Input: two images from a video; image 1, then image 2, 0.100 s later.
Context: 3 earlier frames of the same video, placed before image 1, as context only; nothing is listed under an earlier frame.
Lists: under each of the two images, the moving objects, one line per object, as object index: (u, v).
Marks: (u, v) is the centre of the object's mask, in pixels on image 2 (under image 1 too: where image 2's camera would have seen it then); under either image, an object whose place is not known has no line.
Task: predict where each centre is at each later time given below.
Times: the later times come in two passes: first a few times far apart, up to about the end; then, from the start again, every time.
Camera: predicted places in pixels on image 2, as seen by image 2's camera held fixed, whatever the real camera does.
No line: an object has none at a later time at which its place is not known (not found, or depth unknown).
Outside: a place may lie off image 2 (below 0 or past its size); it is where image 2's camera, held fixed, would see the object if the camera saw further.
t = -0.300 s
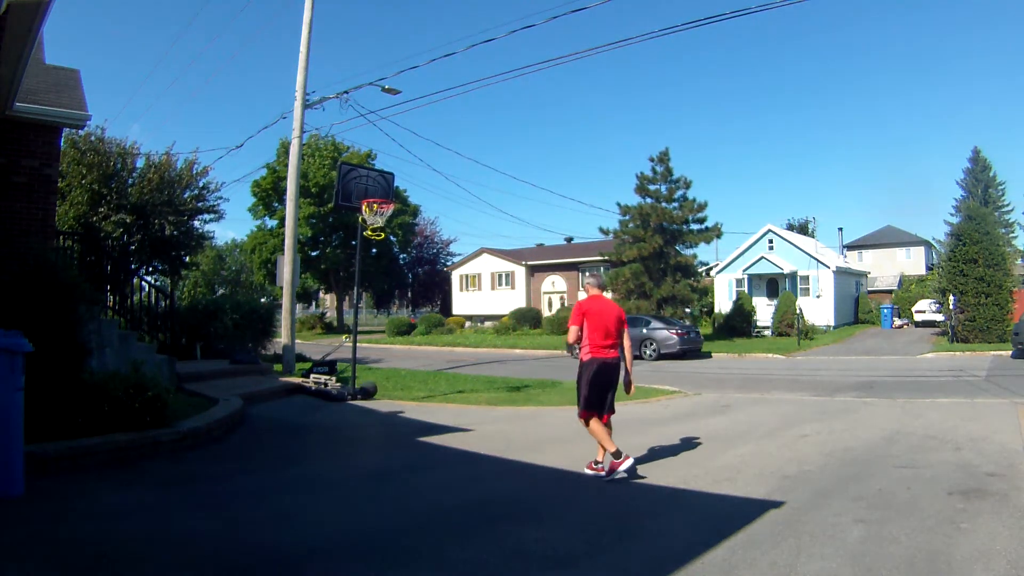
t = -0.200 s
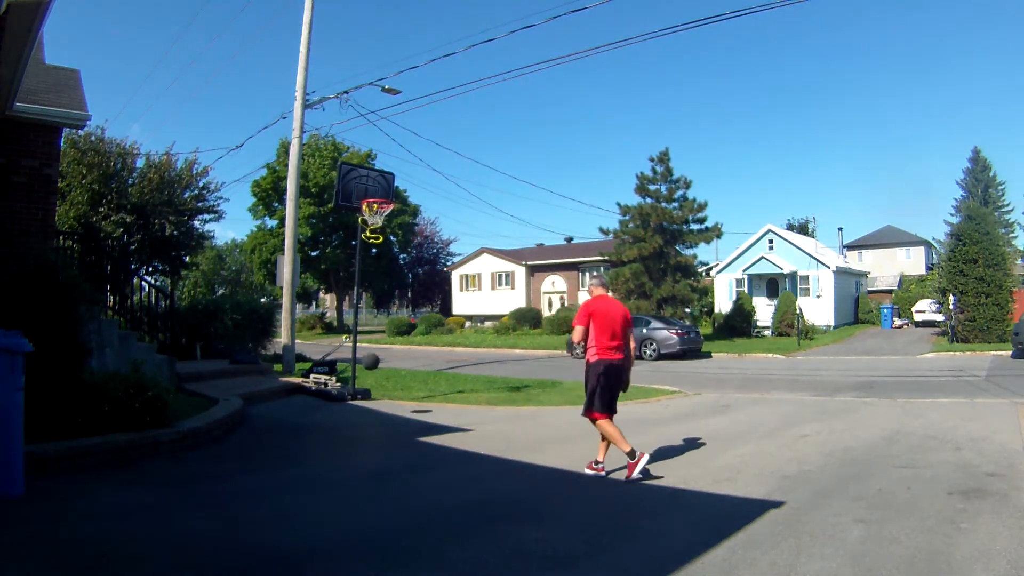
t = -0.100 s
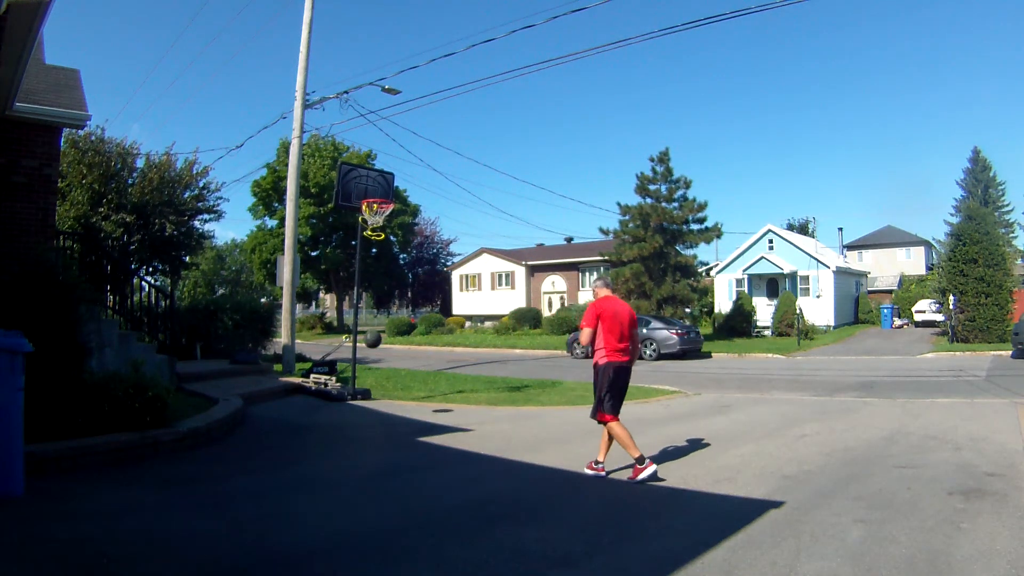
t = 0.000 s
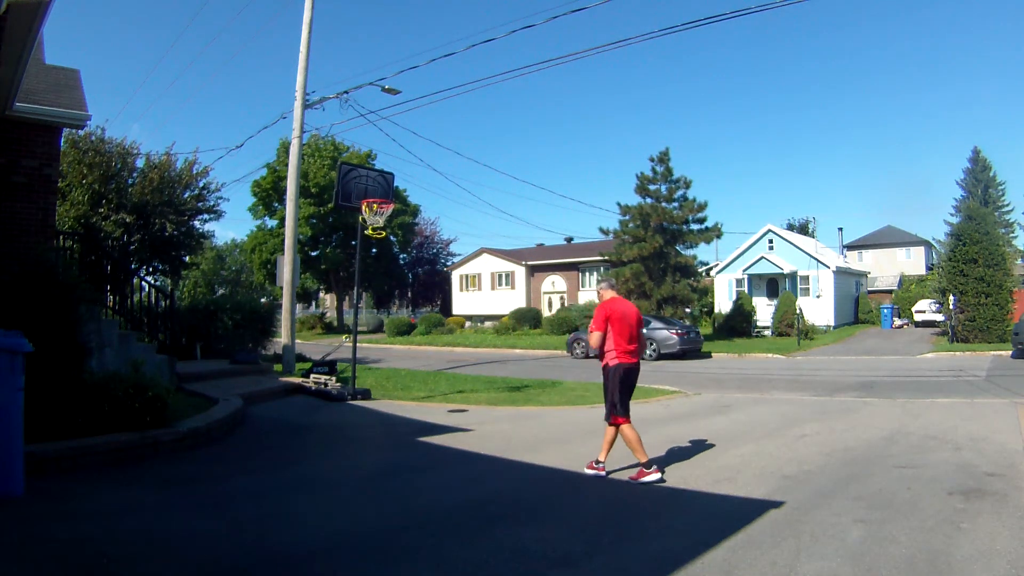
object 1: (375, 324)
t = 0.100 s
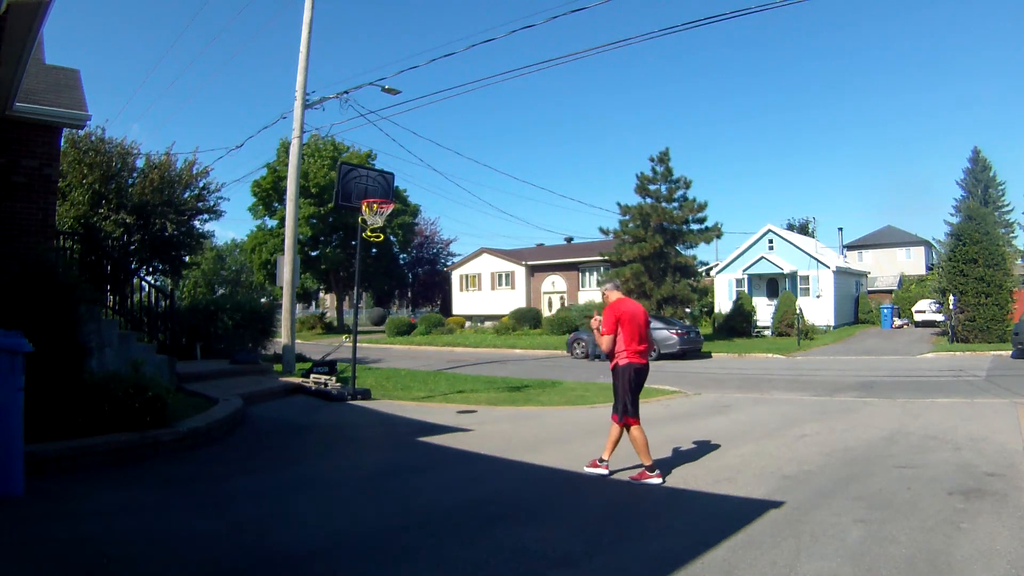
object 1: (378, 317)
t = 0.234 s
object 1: (381, 320)
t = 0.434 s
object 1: (387, 350)
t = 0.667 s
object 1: (395, 423)
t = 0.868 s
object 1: (401, 377)
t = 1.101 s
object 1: (409, 365)
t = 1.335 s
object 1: (419, 406)
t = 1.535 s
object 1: (428, 417)
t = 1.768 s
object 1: (440, 398)
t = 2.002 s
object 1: (454, 432)
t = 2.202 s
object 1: (467, 428)
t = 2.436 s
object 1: (484, 433)
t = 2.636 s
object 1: (501, 451)
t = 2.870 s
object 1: (524, 451)
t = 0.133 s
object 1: (379, 316)
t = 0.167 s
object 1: (379, 316)
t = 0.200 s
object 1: (380, 317)
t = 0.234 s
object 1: (381, 320)
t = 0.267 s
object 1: (382, 322)
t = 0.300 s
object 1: (383, 325)
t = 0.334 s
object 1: (384, 331)
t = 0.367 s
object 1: (384, 336)
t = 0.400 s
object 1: (386, 342)
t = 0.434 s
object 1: (387, 350)
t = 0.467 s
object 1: (388, 359)
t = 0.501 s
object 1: (389, 369)
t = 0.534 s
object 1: (390, 379)
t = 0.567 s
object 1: (391, 391)
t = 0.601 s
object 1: (392, 404)
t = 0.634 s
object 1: (393, 419)
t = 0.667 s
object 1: (395, 423)
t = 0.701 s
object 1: (395, 413)
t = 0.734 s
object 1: (397, 404)
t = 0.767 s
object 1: (398, 396)
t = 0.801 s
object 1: (399, 389)
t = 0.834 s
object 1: (400, 382)
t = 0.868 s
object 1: (401, 377)
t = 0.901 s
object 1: (402, 373)
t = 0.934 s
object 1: (403, 369)
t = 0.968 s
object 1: (404, 366)
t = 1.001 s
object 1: (405, 365)
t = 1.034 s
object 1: (407, 364)
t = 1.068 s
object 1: (408, 364)
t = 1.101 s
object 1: (409, 365)
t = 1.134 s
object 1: (411, 368)
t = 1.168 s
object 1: (412, 371)
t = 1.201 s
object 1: (413, 376)
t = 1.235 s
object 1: (415, 381)
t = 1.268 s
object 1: (416, 389)
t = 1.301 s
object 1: (418, 396)
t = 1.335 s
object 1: (419, 406)
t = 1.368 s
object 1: (421, 415)
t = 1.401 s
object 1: (422, 426)
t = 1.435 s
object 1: (424, 439)
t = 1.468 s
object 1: (425, 433)
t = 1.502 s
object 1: (427, 424)
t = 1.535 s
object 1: (428, 417)
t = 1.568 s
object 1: (430, 412)
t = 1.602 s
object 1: (432, 407)
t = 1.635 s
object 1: (433, 403)
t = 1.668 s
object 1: (435, 400)
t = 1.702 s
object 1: (437, 398)
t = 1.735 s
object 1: (438, 397)
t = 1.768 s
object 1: (440, 398)
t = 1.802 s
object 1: (442, 399)
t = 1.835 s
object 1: (444, 401)
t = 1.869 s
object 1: (446, 405)
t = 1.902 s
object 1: (448, 410)
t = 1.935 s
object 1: (450, 416)
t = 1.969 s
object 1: (452, 424)
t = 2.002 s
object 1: (454, 432)
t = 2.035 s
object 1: (456, 442)
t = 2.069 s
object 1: (458, 452)
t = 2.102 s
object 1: (461, 444)
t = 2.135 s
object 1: (463, 438)
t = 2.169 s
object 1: (465, 432)
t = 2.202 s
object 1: (467, 428)
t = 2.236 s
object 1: (469, 426)
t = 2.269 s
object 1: (472, 424)
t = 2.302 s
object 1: (474, 423)
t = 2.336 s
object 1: (477, 424)
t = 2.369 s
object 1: (479, 426)
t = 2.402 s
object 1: (482, 428)
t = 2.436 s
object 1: (484, 433)
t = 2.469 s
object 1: (487, 439)
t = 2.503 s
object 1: (489, 446)
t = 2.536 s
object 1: (492, 454)
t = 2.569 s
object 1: (495, 463)
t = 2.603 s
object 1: (498, 456)
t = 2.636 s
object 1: (501, 451)
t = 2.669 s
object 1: (504, 448)
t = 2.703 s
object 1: (507, 445)
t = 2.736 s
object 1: (510, 443)
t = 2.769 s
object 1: (513, 443)
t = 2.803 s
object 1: (517, 445)
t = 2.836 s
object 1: (520, 447)
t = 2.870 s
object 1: (524, 451)
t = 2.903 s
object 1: (527, 456)
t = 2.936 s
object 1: (531, 463)
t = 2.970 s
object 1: (534, 471)
